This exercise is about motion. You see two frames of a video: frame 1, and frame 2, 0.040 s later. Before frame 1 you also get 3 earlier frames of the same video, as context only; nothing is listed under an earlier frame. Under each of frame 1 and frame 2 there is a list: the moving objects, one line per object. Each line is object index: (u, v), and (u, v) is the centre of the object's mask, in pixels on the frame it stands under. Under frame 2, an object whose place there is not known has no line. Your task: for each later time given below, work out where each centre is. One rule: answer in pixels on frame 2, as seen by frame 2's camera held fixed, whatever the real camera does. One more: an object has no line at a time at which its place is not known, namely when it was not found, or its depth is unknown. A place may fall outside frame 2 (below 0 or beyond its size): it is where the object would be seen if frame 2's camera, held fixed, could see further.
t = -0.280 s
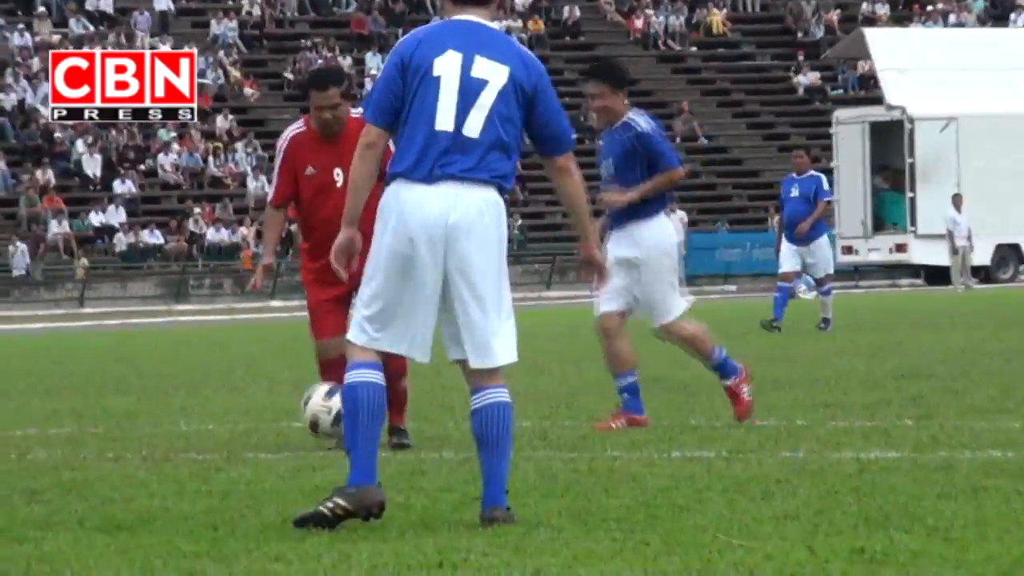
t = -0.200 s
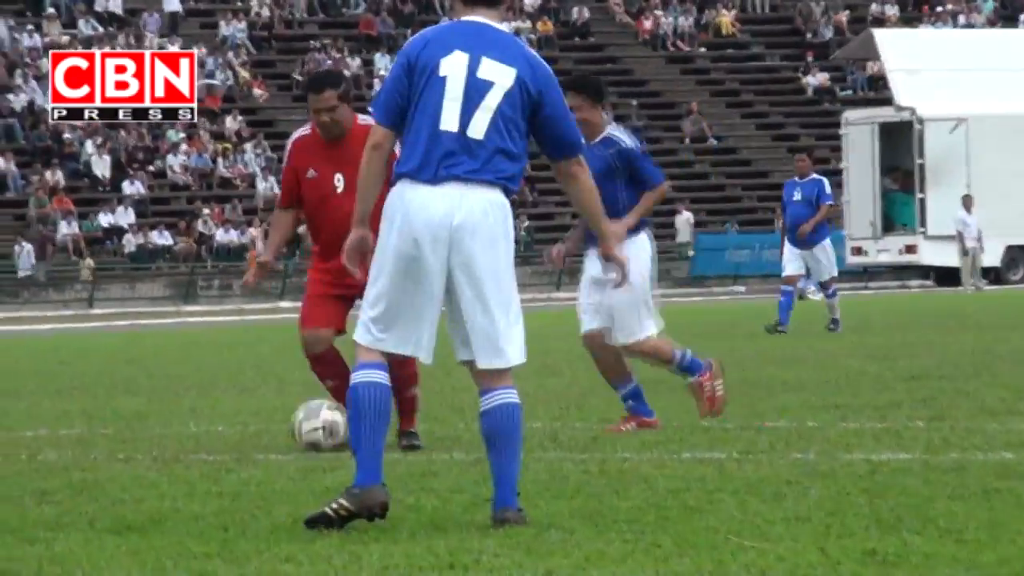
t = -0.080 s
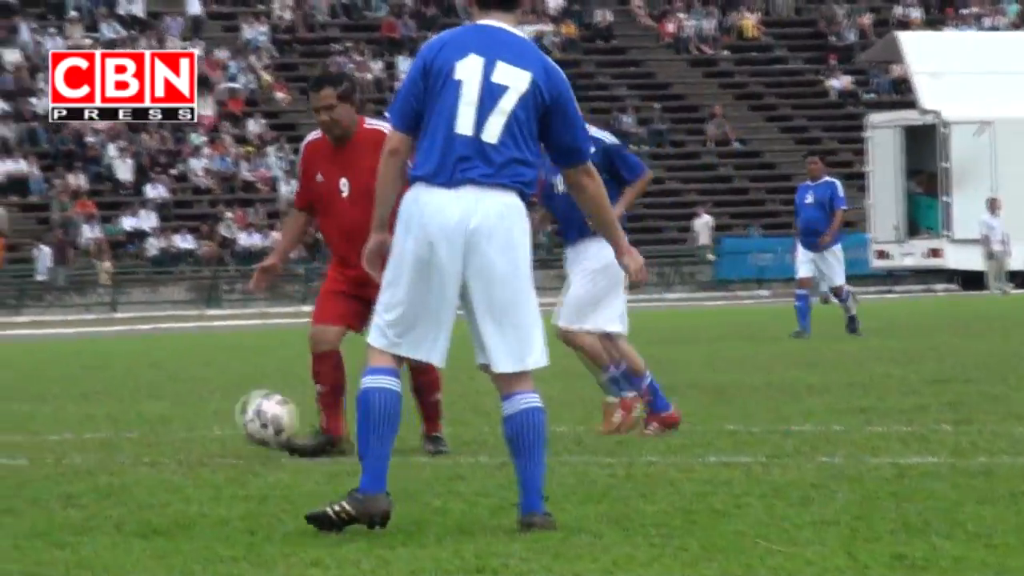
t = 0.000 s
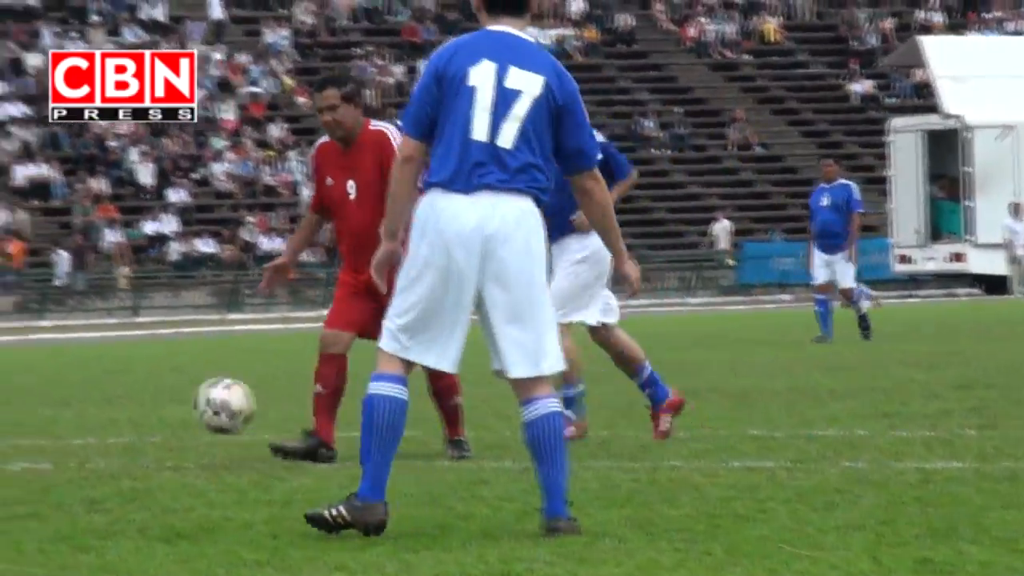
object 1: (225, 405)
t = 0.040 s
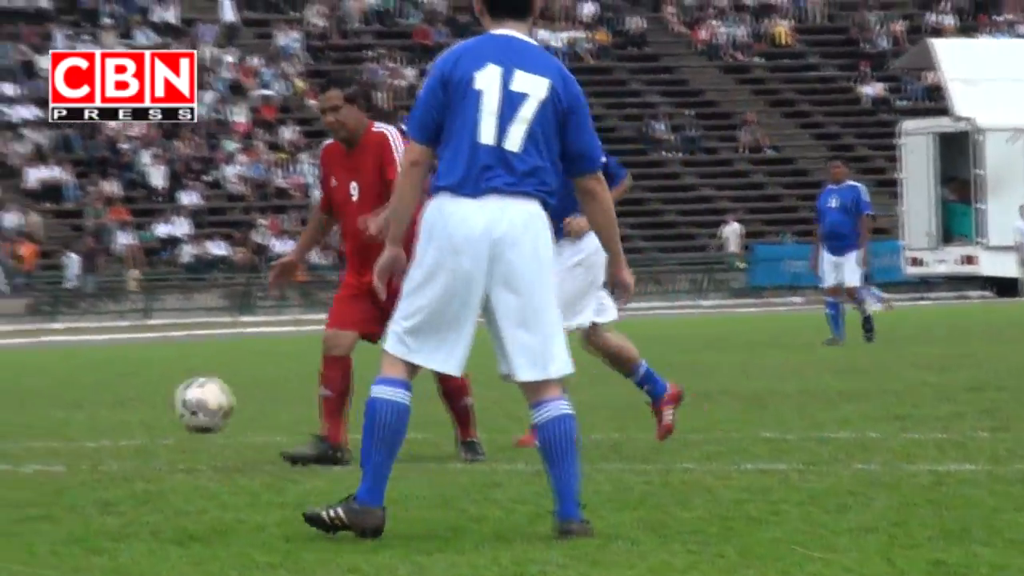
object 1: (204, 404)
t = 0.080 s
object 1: (172, 405)
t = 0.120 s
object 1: (140, 410)
